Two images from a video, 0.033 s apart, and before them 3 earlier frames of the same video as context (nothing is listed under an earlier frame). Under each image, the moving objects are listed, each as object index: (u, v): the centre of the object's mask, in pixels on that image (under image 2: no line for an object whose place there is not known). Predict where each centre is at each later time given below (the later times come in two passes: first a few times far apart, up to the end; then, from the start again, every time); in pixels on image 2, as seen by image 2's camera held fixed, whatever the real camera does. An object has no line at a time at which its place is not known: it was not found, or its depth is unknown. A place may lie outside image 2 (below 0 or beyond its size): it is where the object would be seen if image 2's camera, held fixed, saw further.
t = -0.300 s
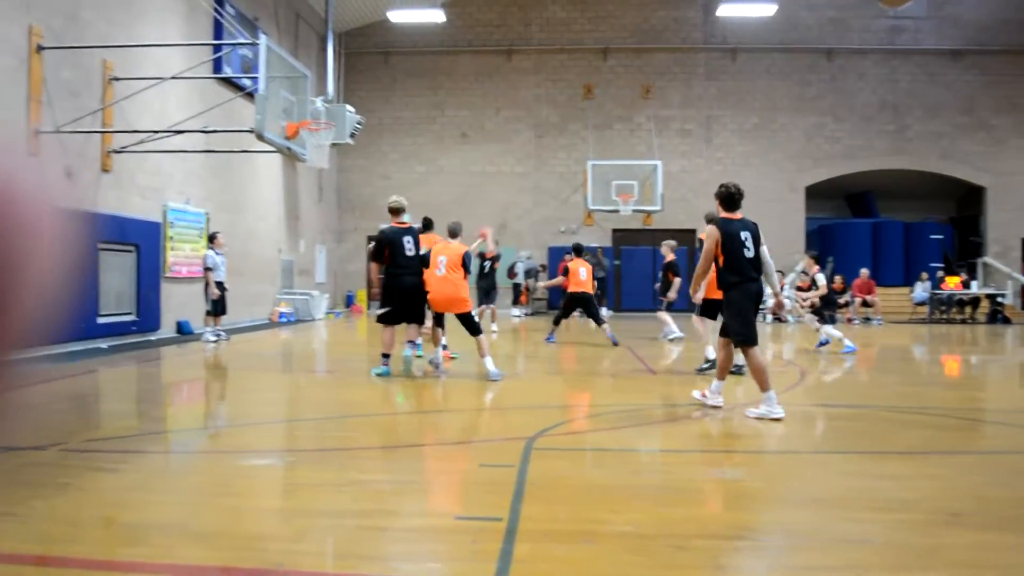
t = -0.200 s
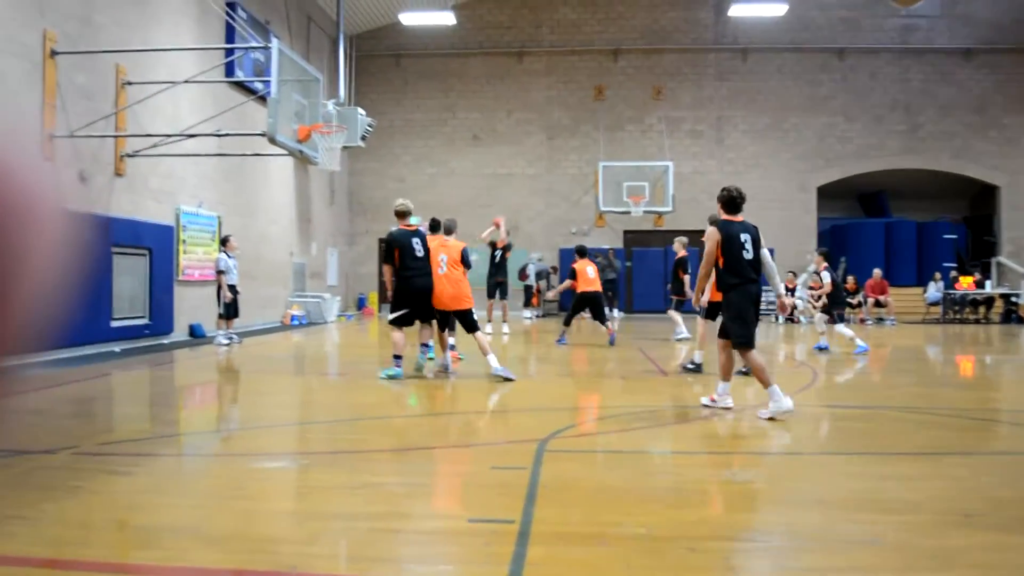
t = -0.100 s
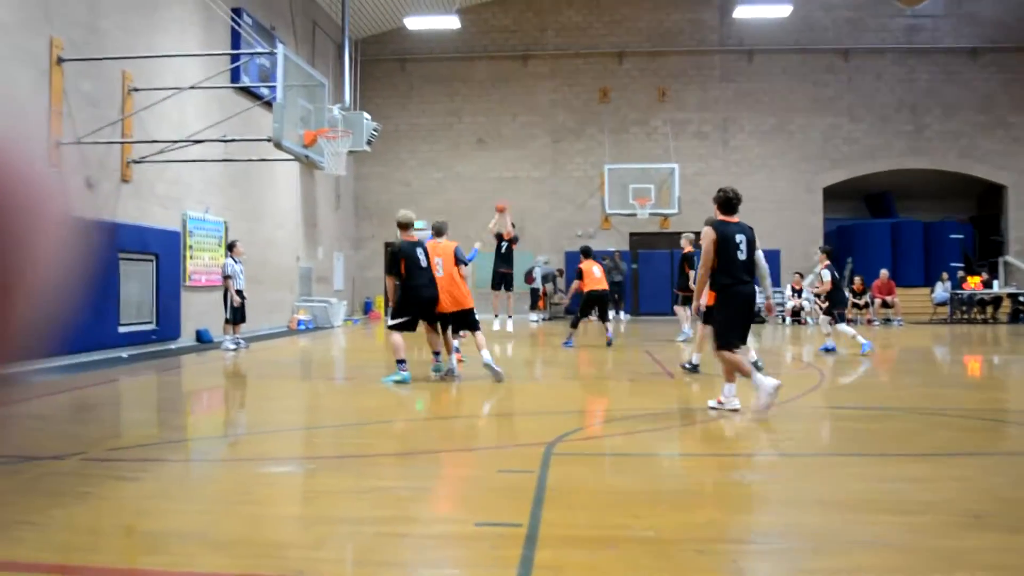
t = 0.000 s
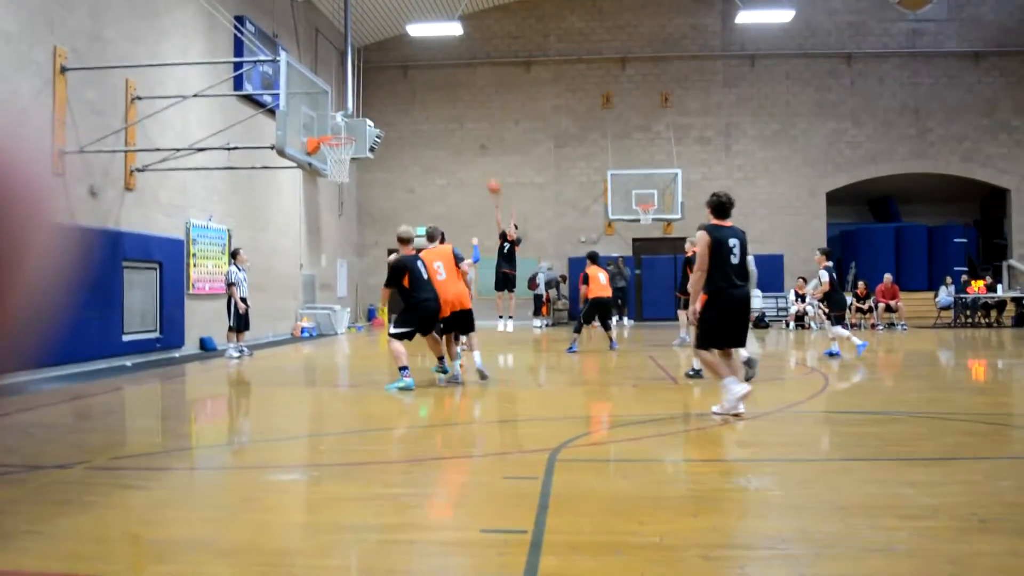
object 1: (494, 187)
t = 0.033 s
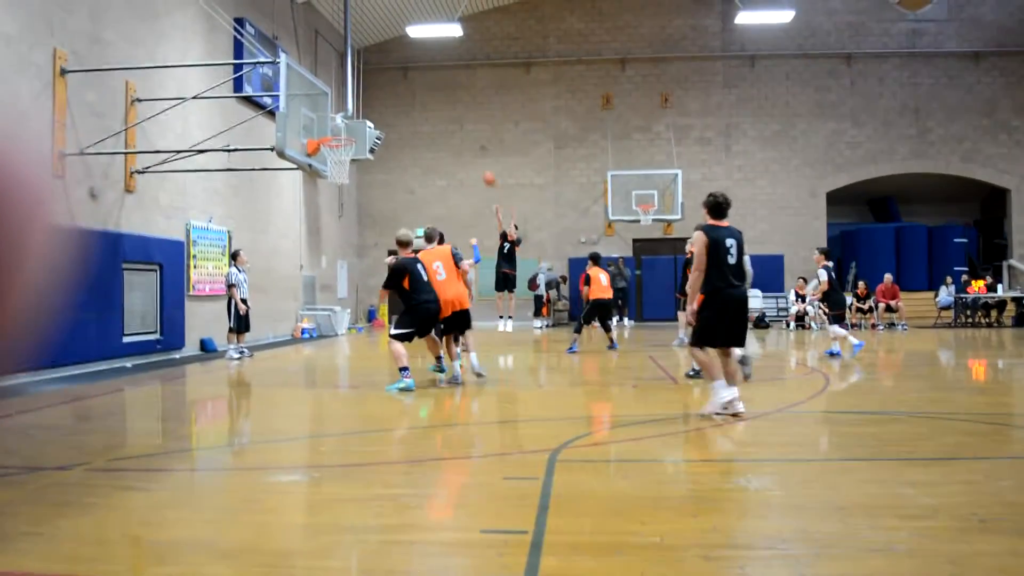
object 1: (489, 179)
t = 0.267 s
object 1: (455, 126)
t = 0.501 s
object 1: (418, 101)
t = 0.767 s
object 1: (370, 109)
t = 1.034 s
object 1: (338, 151)
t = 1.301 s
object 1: (352, 170)
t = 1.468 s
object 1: (360, 198)
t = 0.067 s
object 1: (484, 170)
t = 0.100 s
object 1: (480, 161)
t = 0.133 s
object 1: (476, 153)
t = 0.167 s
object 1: (471, 145)
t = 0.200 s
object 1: (465, 138)
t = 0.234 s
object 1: (460, 132)
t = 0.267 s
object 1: (455, 126)
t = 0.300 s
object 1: (450, 121)
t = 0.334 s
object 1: (445, 116)
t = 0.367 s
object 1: (440, 112)
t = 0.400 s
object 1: (434, 108)
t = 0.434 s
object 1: (430, 105)
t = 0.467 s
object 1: (424, 103)
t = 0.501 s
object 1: (418, 101)
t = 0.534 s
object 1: (413, 99)
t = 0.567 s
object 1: (407, 98)
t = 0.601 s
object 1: (401, 98)
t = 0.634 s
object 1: (395, 99)
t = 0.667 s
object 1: (389, 100)
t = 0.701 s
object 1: (382, 102)
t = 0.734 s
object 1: (375, 105)
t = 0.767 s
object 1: (370, 109)
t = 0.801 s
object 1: (362, 114)
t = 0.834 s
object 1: (354, 121)
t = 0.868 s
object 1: (346, 128)
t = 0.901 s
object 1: (339, 134)
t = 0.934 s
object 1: (337, 144)
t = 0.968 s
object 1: (337, 149)
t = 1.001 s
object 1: (340, 153)
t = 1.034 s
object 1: (338, 151)
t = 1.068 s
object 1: (343, 160)
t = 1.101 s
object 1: (344, 155)
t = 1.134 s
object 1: (344, 158)
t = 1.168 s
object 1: (345, 160)
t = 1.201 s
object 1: (347, 162)
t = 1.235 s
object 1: (348, 163)
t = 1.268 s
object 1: (350, 165)
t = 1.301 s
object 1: (352, 170)
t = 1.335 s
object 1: (353, 173)
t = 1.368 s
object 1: (355, 179)
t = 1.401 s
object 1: (356, 183)
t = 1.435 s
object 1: (358, 190)
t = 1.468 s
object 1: (360, 198)
